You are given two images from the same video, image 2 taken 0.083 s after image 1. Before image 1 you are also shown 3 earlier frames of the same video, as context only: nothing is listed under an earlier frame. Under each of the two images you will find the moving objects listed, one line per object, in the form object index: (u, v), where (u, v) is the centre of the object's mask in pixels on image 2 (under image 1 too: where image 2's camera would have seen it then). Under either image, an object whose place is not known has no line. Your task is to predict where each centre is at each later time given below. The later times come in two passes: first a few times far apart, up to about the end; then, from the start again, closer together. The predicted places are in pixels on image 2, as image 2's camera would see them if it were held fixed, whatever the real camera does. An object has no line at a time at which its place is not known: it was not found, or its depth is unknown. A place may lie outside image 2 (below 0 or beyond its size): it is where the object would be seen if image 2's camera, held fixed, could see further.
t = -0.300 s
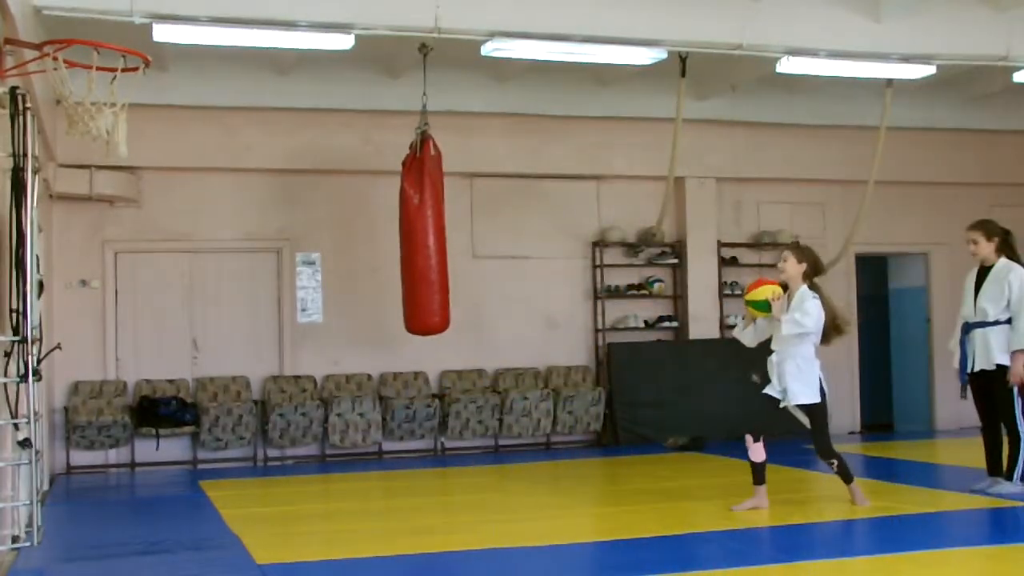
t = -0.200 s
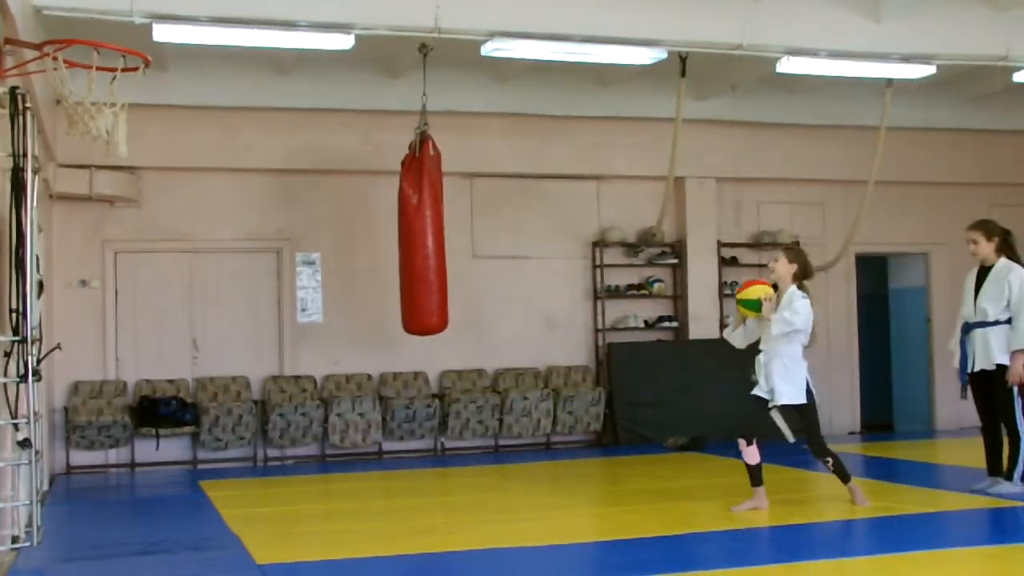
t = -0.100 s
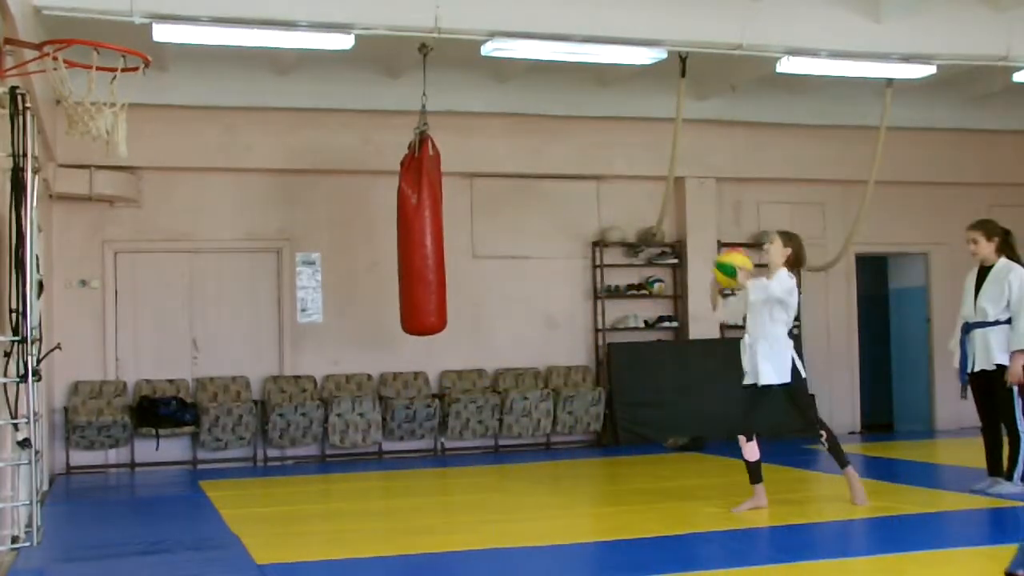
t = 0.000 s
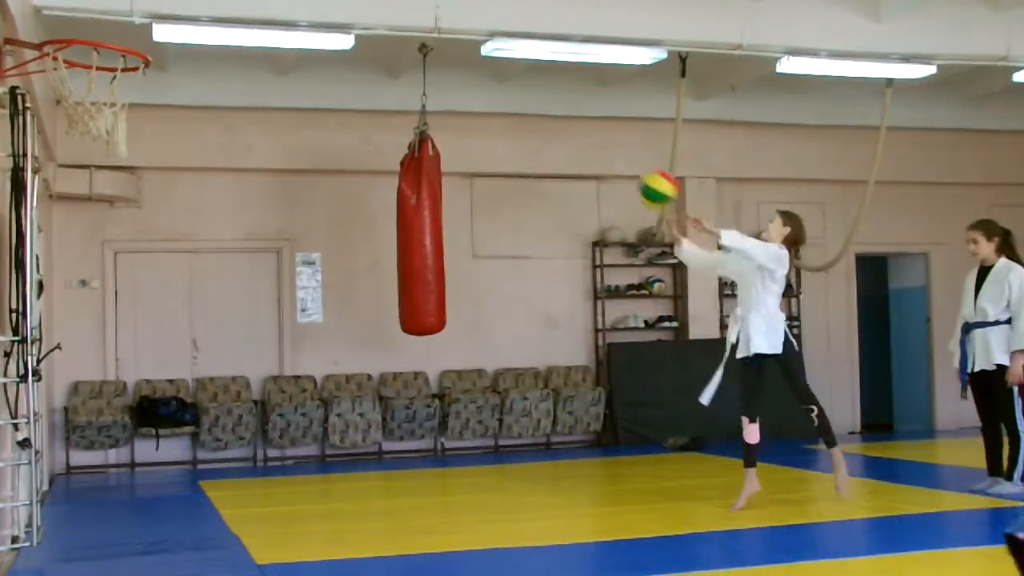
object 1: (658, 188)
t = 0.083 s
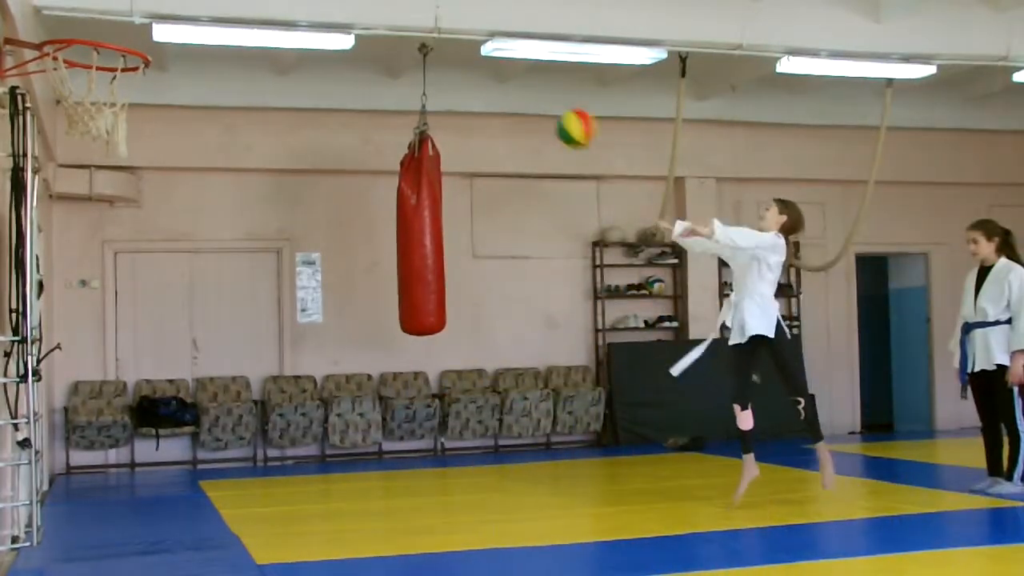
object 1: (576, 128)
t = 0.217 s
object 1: (446, 58)
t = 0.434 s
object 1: (245, 15)
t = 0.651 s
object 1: (50, 44)
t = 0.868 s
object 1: (93, 242)
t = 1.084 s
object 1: (139, 503)
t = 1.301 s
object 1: (182, 335)
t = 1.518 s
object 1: (224, 230)
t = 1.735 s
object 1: (265, 208)
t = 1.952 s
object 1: (305, 265)
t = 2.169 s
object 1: (343, 397)
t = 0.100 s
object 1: (559, 118)
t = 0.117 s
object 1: (543, 108)
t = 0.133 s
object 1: (527, 98)
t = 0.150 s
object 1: (512, 90)
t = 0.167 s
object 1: (496, 81)
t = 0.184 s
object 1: (479, 73)
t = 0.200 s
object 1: (463, 66)
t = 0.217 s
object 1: (446, 58)
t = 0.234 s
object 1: (430, 52)
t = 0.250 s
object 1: (416, 47)
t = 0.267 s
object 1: (398, 40)
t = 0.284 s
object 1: (382, 36)
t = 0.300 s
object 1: (367, 31)
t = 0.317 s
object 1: (351, 27)
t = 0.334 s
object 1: (337, 22)
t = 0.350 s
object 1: (321, 19)
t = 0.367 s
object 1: (305, 18)
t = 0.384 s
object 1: (290, 16)
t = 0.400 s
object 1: (275, 16)
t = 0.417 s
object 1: (259, 15)
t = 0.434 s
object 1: (245, 15)
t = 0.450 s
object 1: (230, 15)
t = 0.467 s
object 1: (214, 15)
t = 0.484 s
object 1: (199, 15)
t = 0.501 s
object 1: (184, 16)
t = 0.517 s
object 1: (168, 18)
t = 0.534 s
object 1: (153, 19)
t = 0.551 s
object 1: (138, 22)
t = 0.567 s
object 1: (123, 25)
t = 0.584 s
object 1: (109, 27)
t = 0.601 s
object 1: (95, 29)
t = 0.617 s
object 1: (79, 37)
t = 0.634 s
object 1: (67, 39)
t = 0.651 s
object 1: (50, 44)
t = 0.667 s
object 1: (32, 62)
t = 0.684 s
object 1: (38, 77)
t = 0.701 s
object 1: (43, 89)
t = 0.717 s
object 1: (47, 100)
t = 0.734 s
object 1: (53, 114)
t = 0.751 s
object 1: (58, 130)
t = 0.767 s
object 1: (67, 145)
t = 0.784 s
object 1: (72, 160)
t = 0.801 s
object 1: (76, 176)
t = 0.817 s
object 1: (80, 189)
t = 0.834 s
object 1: (85, 207)
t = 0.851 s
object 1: (88, 224)
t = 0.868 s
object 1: (93, 242)
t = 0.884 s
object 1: (97, 259)
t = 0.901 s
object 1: (101, 277)
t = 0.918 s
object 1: (105, 295)
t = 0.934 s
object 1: (109, 314)
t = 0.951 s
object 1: (114, 334)
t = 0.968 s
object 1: (117, 353)
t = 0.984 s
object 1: (121, 376)
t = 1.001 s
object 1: (126, 394)
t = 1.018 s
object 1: (128, 414)
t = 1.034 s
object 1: (132, 435)
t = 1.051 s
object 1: (135, 456)
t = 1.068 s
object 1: (136, 480)
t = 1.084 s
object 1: (139, 503)
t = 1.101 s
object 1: (142, 506)
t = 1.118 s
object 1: (146, 490)
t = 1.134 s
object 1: (150, 473)
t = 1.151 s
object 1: (153, 457)
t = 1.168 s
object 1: (157, 440)
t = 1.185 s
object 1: (159, 425)
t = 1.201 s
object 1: (163, 412)
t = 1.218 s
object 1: (165, 399)
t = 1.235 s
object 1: (170, 385)
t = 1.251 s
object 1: (172, 373)
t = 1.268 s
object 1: (175, 358)
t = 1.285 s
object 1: (179, 346)
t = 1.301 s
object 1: (182, 335)
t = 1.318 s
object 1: (185, 324)
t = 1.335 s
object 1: (188, 313)
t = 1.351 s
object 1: (191, 303)
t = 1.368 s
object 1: (194, 293)
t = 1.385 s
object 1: (198, 285)
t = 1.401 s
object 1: (201, 276)
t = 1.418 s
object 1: (204, 268)
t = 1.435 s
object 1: (207, 261)
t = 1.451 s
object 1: (211, 254)
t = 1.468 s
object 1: (214, 247)
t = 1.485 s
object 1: (217, 242)
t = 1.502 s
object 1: (221, 235)
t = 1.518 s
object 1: (224, 230)
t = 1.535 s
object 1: (227, 226)
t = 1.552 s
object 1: (230, 221)
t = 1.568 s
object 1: (233, 218)
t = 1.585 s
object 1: (237, 214)
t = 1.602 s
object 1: (239, 212)
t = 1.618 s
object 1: (243, 210)
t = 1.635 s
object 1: (246, 208)
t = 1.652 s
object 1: (250, 207)
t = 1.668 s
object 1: (253, 206)
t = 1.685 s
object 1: (256, 206)
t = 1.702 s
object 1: (260, 206)
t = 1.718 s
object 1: (262, 207)
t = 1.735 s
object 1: (265, 208)
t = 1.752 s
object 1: (269, 210)
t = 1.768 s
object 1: (272, 212)
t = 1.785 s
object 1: (275, 215)
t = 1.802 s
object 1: (278, 218)
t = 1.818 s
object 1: (281, 221)
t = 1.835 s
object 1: (284, 225)
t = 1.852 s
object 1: (287, 229)
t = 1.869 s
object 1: (290, 234)
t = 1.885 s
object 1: (293, 239)
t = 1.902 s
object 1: (297, 246)
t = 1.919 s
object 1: (300, 252)
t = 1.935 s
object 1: (302, 258)
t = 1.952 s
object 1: (305, 265)
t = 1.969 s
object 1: (308, 273)
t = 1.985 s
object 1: (311, 281)
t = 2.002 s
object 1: (315, 290)
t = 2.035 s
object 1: (320, 307)
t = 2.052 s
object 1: (323, 317)
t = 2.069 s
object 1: (326, 327)
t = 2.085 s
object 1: (329, 338)
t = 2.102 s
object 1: (332, 349)
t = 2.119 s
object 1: (336, 362)
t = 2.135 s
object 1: (339, 373)
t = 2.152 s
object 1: (341, 386)
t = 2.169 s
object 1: (343, 397)
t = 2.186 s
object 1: (347, 411)
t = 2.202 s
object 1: (349, 425)
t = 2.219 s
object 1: (352, 440)
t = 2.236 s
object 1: (355, 454)
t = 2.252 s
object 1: (358, 467)
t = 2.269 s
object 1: (360, 481)
